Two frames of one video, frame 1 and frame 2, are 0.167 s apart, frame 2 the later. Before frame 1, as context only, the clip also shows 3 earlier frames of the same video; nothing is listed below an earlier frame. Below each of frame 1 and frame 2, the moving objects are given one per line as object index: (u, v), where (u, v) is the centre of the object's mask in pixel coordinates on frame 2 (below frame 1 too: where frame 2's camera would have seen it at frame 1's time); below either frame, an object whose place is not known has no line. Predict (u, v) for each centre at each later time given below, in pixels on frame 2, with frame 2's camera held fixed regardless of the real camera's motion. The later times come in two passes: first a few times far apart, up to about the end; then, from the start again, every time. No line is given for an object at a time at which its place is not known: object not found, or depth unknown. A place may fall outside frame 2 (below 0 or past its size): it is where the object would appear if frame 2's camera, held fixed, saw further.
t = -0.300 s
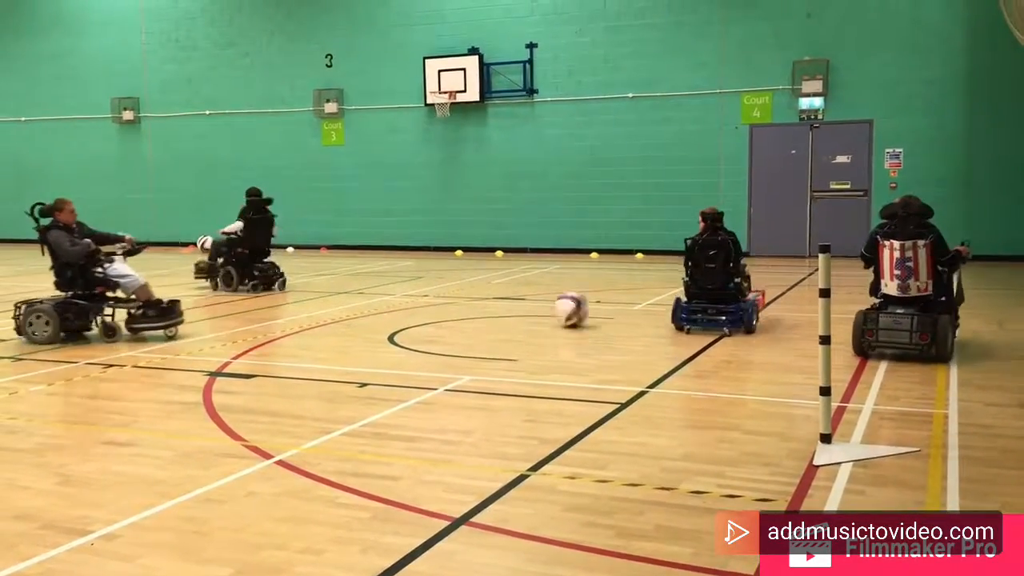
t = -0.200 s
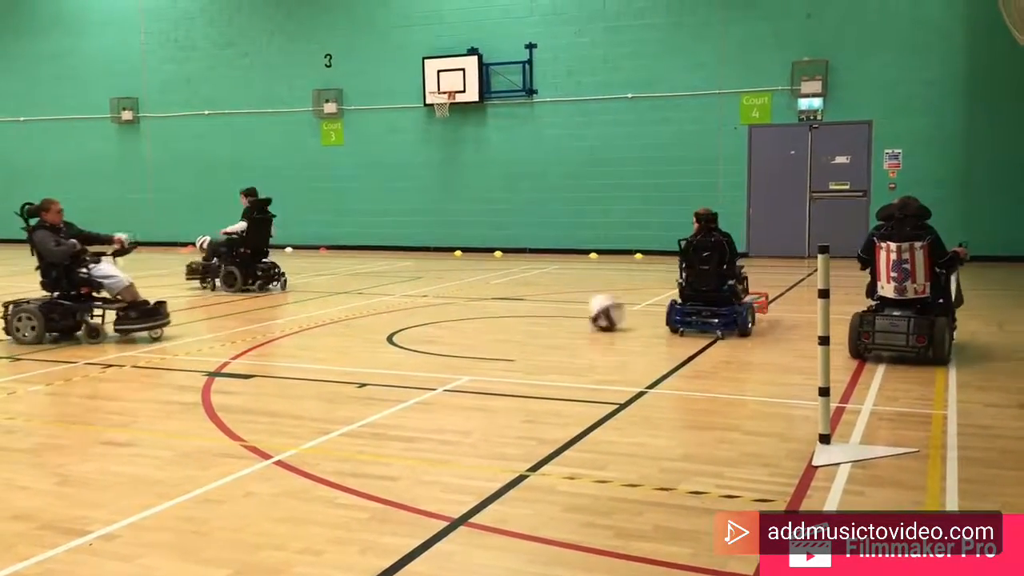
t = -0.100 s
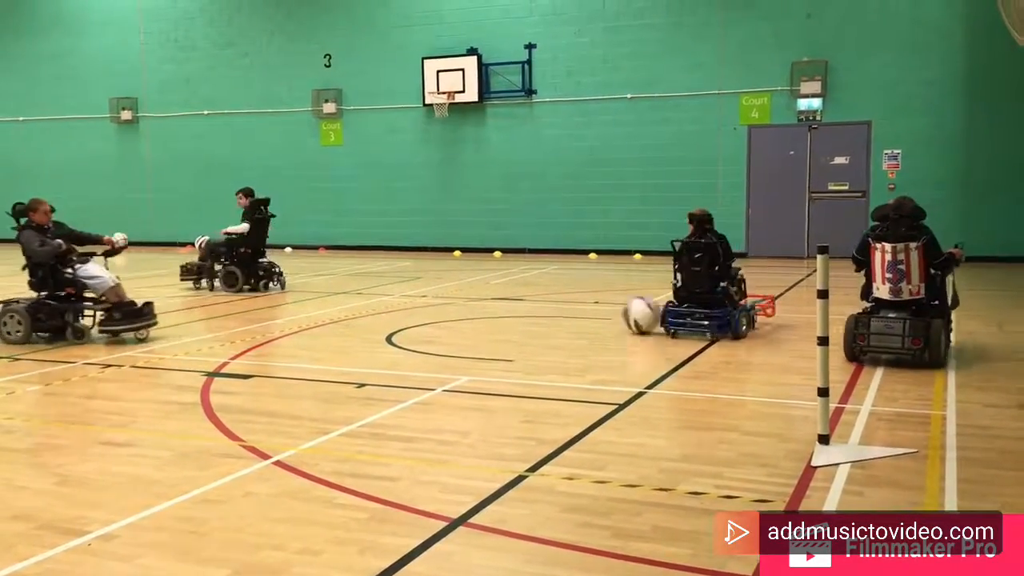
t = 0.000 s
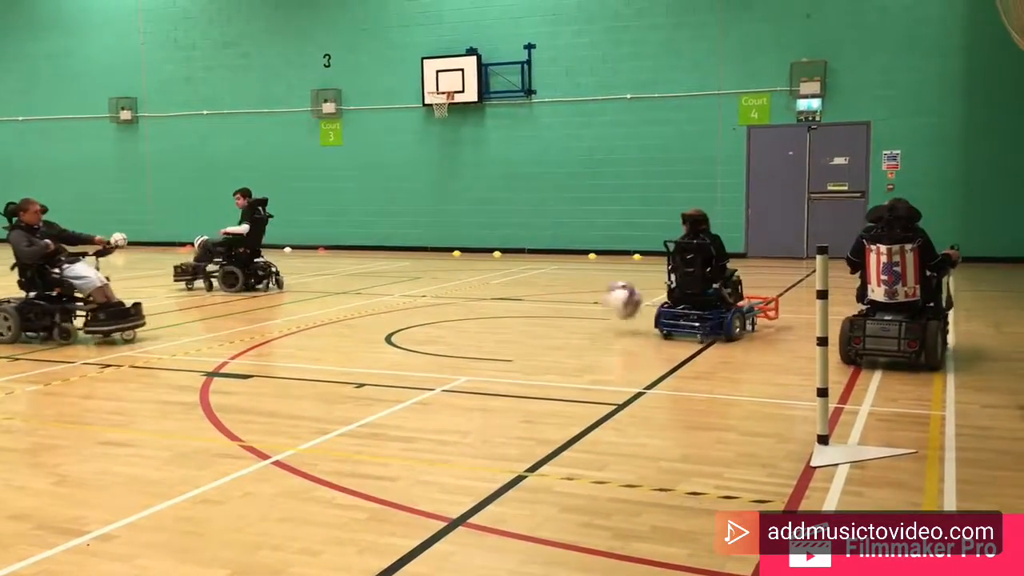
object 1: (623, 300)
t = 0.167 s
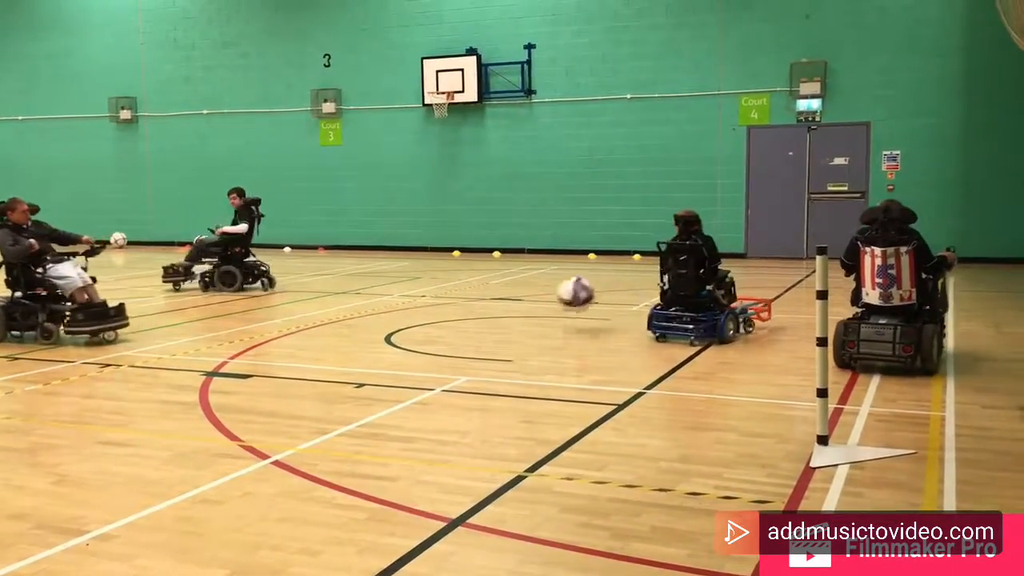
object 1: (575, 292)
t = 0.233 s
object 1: (557, 300)
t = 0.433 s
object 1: (523, 301)
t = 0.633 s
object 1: (503, 307)
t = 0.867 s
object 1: (481, 307)
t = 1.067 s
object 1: (462, 307)
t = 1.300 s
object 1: (442, 307)
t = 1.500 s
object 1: (426, 306)
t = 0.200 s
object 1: (567, 296)
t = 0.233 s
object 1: (557, 300)
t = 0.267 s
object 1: (548, 306)
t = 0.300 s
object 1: (540, 312)
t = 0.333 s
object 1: (535, 309)
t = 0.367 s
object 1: (531, 305)
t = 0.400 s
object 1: (527, 303)
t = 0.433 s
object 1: (523, 301)
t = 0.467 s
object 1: (519, 301)
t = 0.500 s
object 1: (516, 302)
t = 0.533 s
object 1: (513, 305)
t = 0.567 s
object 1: (509, 308)
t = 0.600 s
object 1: (506, 309)
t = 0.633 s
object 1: (503, 307)
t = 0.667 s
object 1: (499, 305)
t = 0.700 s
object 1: (496, 305)
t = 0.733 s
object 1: (494, 306)
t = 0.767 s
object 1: (490, 308)
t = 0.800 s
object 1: (488, 308)
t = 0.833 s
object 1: (485, 307)
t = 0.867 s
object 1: (481, 307)
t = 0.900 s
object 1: (479, 307)
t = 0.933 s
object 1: (476, 307)
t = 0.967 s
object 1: (473, 306)
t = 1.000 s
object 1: (469, 308)
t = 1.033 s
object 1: (466, 307)
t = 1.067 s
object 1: (462, 307)
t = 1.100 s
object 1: (459, 307)
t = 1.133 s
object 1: (456, 307)
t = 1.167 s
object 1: (453, 307)
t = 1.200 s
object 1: (450, 307)
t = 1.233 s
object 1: (447, 307)
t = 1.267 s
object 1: (444, 307)
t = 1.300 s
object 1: (442, 307)
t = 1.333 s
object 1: (439, 307)
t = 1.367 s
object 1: (436, 307)
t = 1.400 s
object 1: (434, 307)
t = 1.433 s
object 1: (431, 307)
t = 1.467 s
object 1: (428, 307)
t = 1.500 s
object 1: (426, 306)
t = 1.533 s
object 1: (423, 307)
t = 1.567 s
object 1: (420, 307)
